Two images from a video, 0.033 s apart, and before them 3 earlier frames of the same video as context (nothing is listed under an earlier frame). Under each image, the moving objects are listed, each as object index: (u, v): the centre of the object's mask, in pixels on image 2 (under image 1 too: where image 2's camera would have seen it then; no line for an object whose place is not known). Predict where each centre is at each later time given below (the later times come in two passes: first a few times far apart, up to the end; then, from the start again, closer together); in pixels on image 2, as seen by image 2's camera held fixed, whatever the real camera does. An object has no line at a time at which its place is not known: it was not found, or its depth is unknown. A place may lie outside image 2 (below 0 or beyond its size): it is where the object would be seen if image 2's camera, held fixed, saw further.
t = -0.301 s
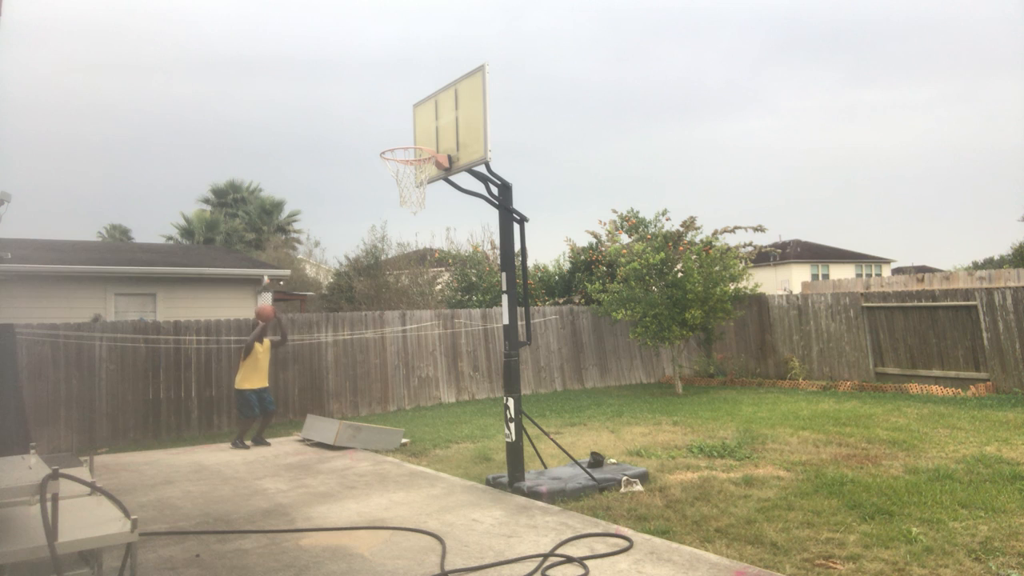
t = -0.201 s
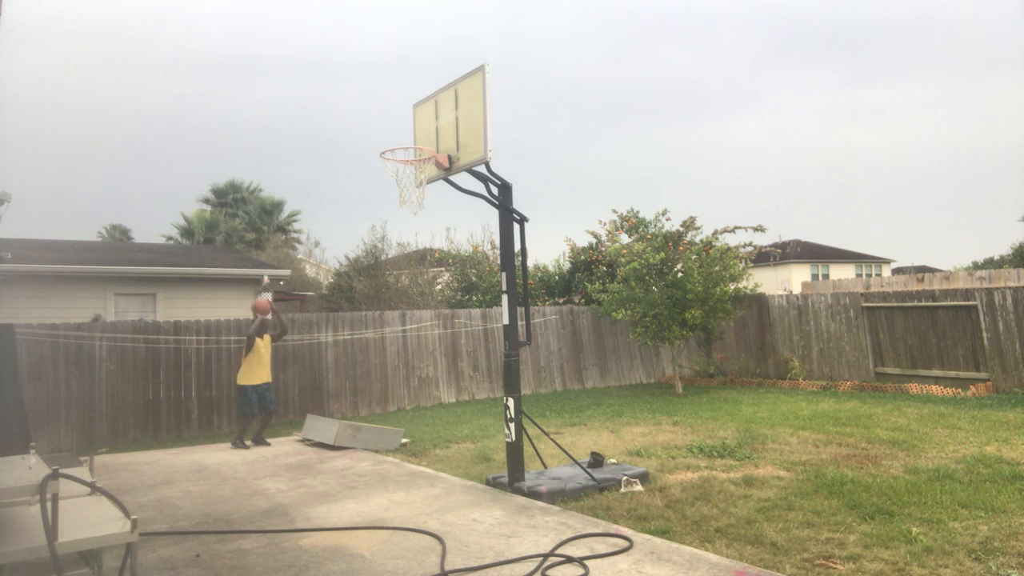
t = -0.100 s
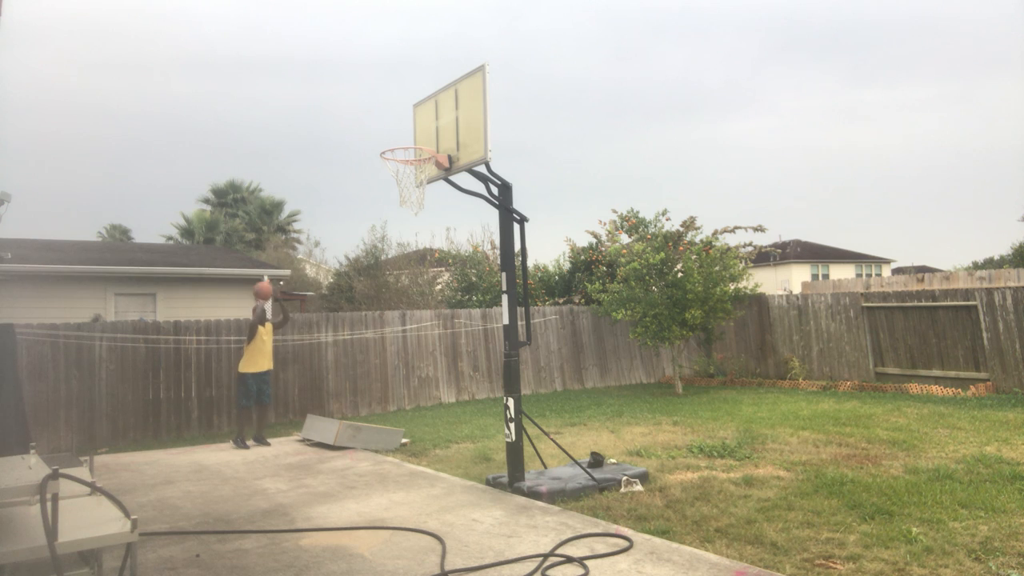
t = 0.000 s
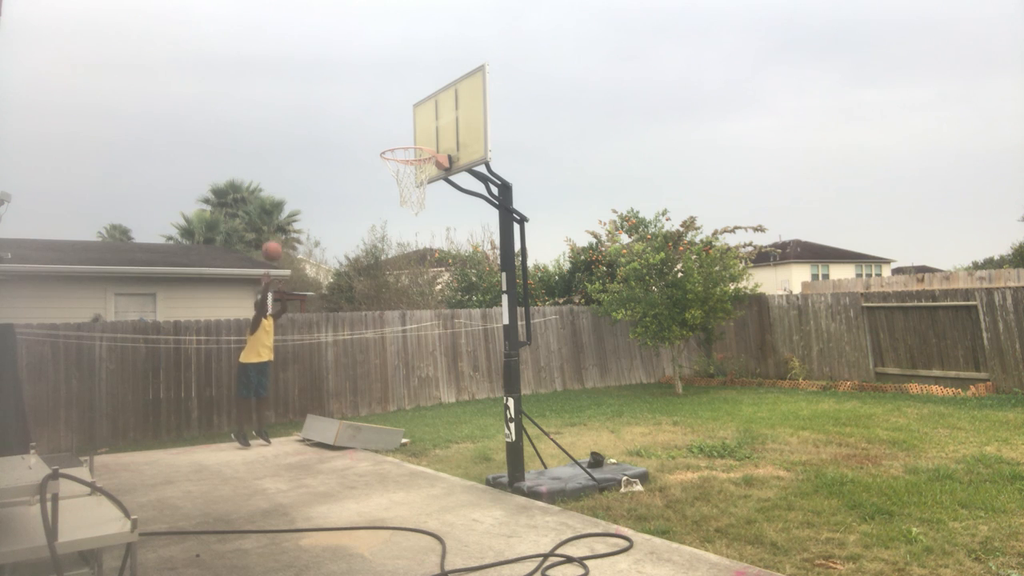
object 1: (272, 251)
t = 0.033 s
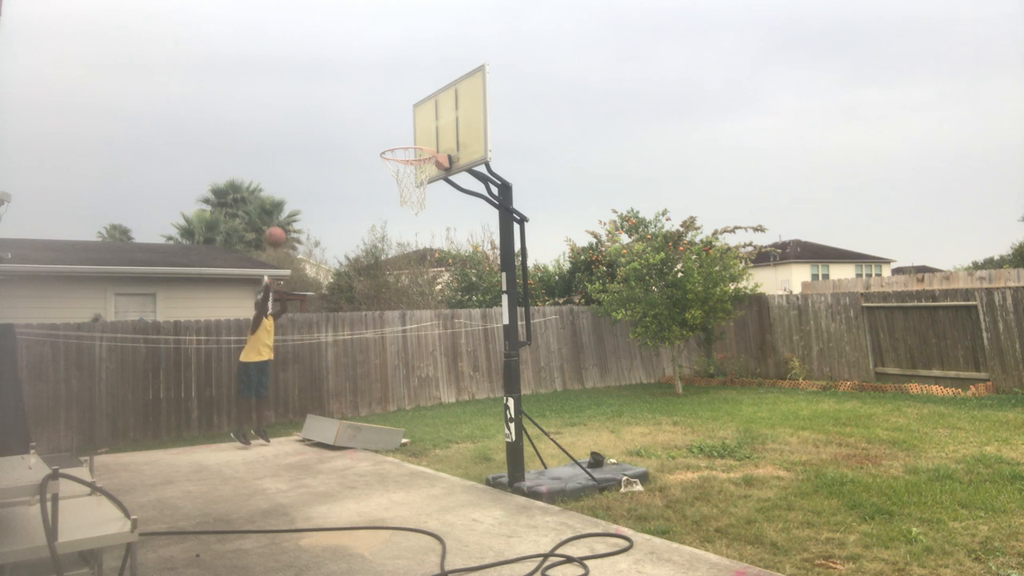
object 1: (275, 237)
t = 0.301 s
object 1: (305, 148)
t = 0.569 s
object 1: (342, 113)
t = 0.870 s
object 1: (386, 141)
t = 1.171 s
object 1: (383, 131)
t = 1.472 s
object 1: (380, 182)
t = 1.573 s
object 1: (380, 225)
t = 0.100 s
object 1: (282, 210)
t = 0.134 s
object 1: (286, 198)
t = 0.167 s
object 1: (289, 187)
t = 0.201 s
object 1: (293, 176)
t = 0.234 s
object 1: (297, 166)
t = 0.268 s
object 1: (301, 157)
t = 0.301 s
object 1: (305, 148)
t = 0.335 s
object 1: (309, 141)
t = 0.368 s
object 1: (314, 134)
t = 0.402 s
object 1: (318, 128)
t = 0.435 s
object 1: (323, 123)
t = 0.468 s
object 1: (327, 119)
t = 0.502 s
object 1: (332, 116)
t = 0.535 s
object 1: (337, 114)
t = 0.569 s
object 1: (342, 113)
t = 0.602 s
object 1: (347, 113)
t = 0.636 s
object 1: (352, 114)
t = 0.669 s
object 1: (357, 117)
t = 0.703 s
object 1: (363, 121)
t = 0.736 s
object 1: (369, 125)
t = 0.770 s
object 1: (375, 132)
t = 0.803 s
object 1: (381, 138)
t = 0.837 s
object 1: (387, 147)
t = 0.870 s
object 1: (386, 141)
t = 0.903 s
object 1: (386, 137)
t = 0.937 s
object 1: (385, 133)
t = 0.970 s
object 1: (385, 132)
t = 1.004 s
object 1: (385, 131)
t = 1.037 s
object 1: (384, 131)
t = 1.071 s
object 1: (384, 132)
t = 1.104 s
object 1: (383, 134)
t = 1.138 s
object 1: (383, 132)
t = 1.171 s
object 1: (383, 131)
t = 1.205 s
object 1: (382, 131)
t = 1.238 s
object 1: (382, 132)
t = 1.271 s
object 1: (382, 135)
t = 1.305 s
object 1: (381, 139)
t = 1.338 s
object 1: (381, 145)
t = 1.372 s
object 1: (381, 152)
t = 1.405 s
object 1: (381, 160)
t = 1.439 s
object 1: (381, 170)
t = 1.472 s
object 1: (380, 182)
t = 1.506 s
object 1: (380, 195)
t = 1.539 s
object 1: (380, 209)
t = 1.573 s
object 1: (380, 225)
